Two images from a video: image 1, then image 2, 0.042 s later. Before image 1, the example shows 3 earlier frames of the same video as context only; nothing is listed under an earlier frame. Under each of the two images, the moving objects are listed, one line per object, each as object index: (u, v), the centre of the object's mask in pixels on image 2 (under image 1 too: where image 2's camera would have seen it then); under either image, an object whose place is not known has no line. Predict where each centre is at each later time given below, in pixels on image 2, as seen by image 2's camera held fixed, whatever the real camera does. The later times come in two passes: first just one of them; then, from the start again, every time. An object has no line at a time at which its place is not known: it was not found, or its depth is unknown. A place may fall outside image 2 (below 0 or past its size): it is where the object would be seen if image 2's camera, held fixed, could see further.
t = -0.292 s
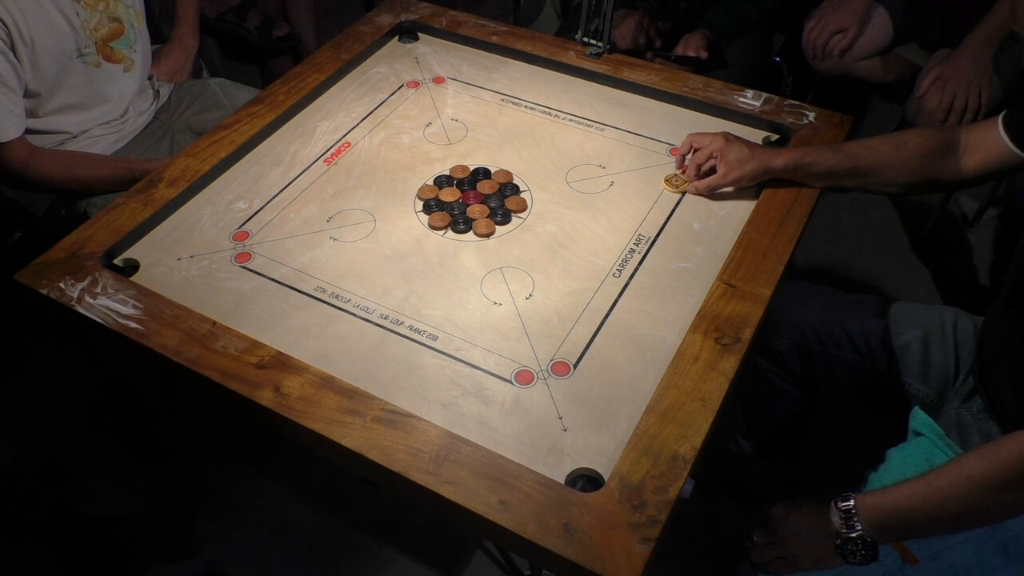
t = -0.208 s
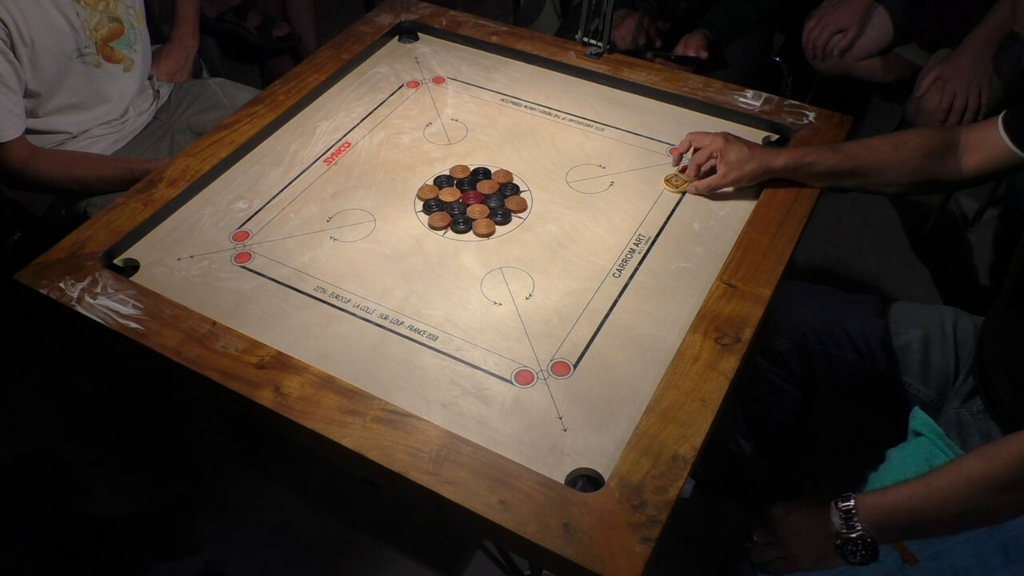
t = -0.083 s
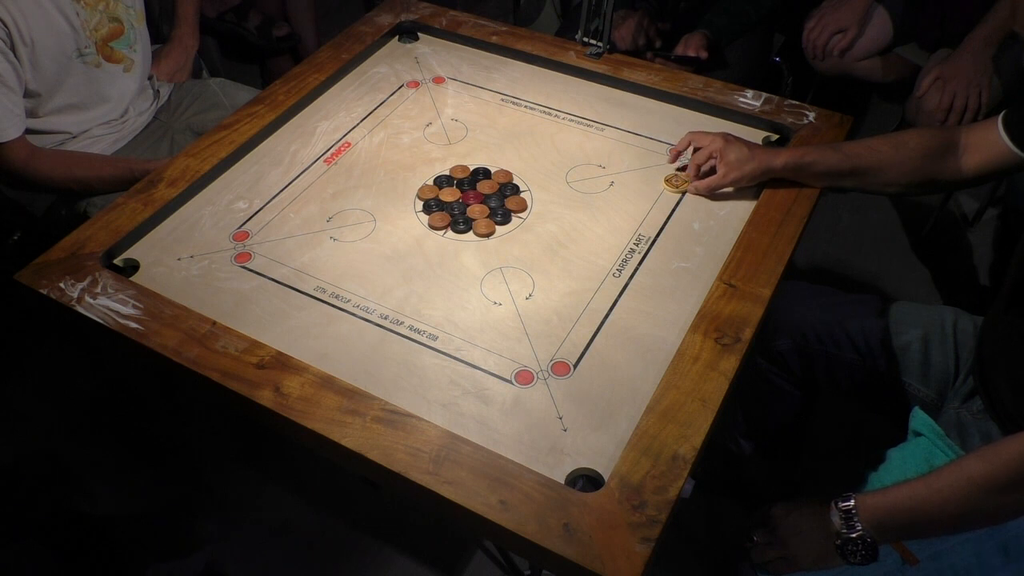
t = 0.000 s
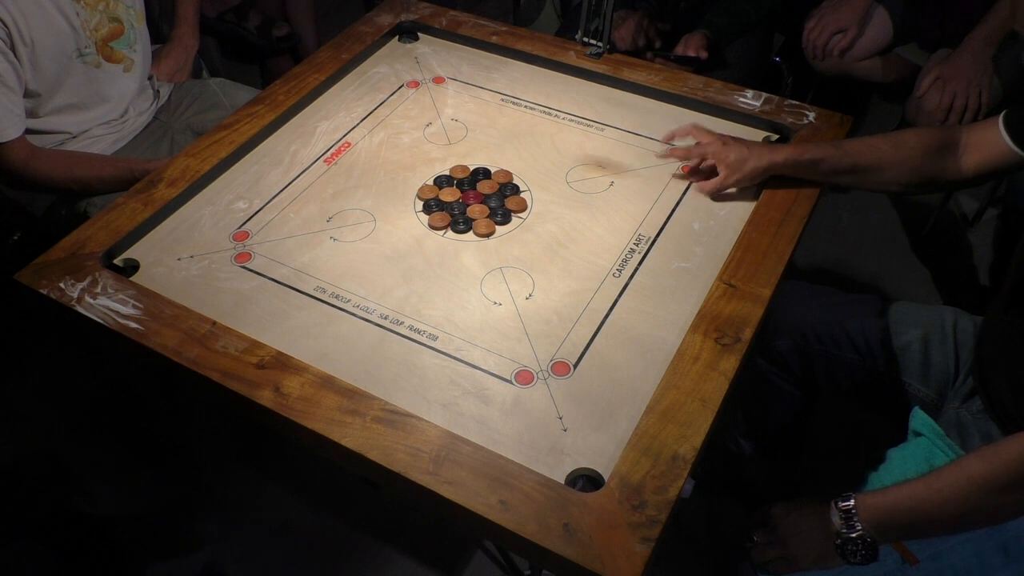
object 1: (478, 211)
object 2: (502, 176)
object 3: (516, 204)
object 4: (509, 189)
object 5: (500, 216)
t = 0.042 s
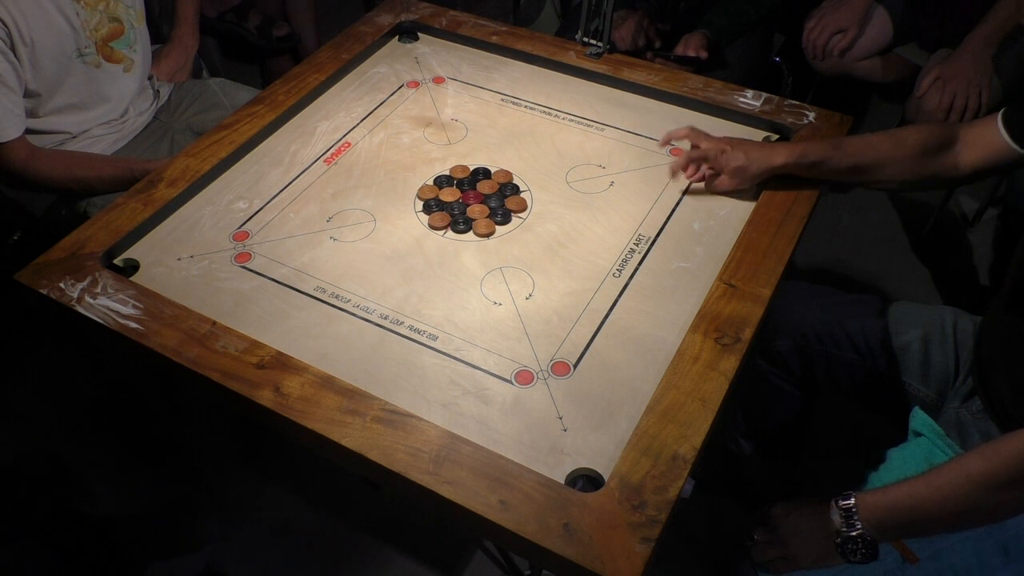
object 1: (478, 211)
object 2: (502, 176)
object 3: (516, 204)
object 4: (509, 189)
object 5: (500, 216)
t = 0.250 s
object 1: (483, 226)
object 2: (522, 176)
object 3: (532, 207)
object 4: (522, 193)
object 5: (512, 220)
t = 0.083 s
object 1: (478, 211)
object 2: (502, 176)
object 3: (516, 204)
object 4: (509, 189)
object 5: (500, 216)
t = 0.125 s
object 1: (478, 211)
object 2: (502, 176)
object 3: (516, 204)
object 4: (509, 189)
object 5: (500, 216)
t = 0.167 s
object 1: (478, 211)
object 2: (502, 176)
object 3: (516, 204)
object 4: (509, 189)
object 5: (500, 216)
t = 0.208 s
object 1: (478, 212)
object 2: (503, 176)
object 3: (517, 204)
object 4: (511, 190)
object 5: (502, 217)
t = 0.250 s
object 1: (483, 226)
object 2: (522, 176)
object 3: (532, 207)
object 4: (522, 193)
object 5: (512, 220)
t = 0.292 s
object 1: (488, 237)
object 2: (538, 176)
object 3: (544, 209)
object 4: (532, 195)
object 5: (522, 223)
